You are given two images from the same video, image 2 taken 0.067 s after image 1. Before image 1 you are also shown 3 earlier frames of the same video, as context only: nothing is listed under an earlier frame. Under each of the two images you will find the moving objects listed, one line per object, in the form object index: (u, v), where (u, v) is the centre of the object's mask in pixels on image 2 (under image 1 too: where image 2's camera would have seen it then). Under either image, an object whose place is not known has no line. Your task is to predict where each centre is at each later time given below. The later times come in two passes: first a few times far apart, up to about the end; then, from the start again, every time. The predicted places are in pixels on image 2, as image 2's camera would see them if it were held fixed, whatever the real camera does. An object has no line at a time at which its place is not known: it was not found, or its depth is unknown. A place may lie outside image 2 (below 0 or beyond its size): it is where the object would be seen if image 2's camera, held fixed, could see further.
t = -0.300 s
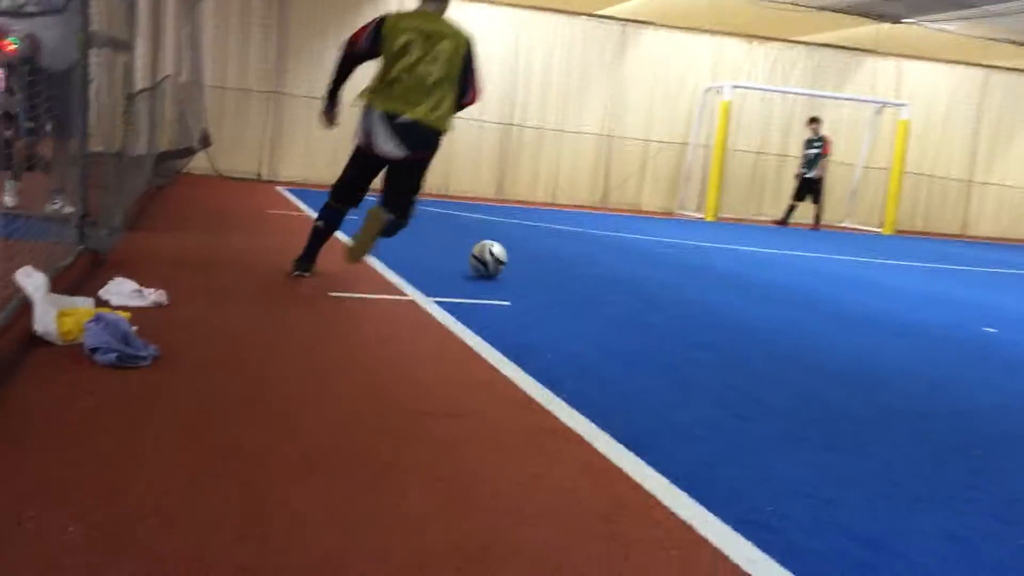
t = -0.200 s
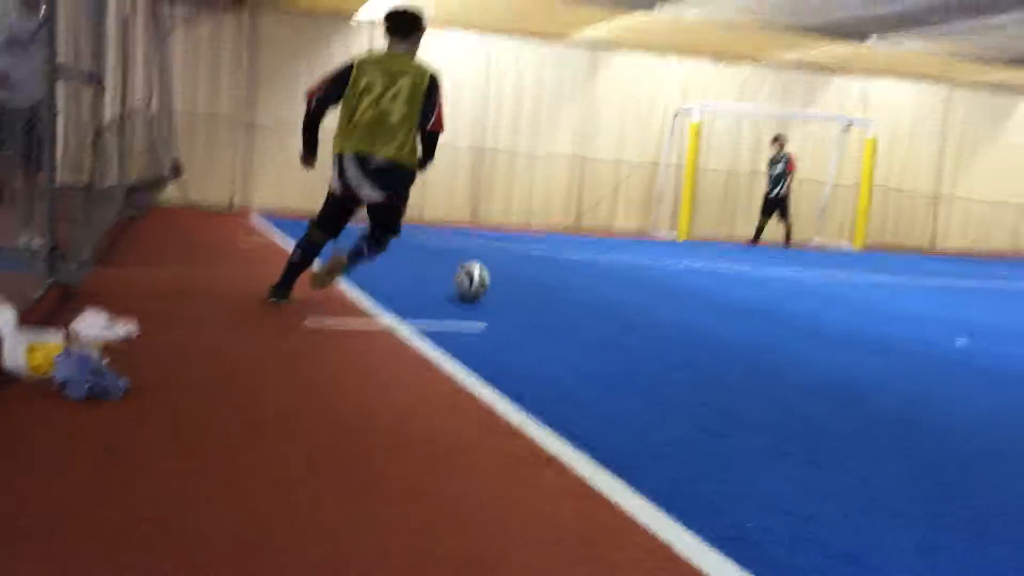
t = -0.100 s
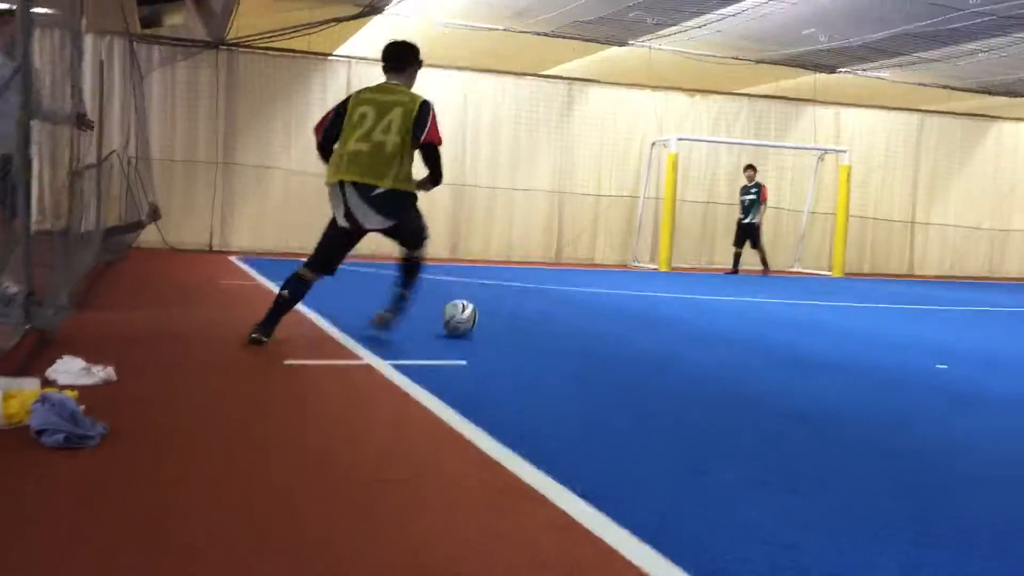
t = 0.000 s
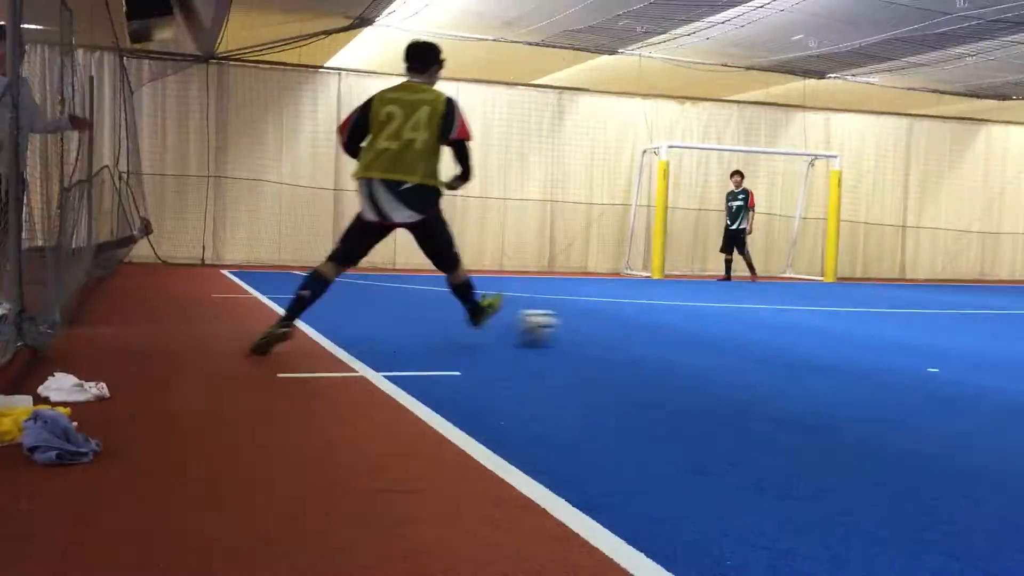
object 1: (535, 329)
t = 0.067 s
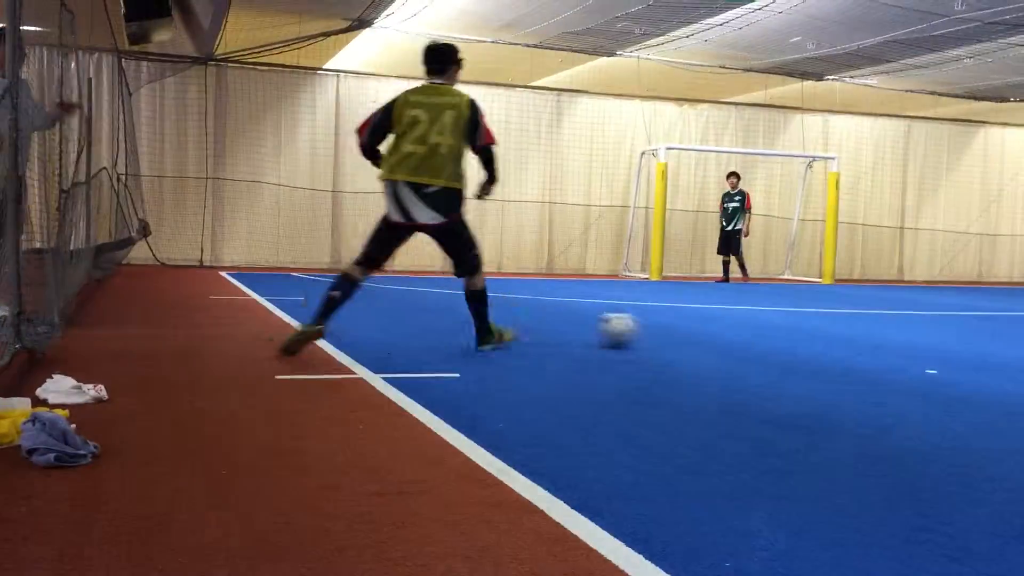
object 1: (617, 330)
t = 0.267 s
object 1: (816, 330)
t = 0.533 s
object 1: (1005, 329)
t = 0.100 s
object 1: (655, 331)
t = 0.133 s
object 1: (691, 330)
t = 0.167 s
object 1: (724, 330)
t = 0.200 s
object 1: (757, 329)
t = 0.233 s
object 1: (787, 330)
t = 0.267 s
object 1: (816, 330)
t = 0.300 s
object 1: (843, 329)
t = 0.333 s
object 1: (870, 330)
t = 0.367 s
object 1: (896, 330)
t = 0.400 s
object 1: (919, 329)
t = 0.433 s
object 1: (942, 328)
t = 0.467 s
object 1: (964, 330)
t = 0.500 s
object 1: (986, 330)
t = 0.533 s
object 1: (1005, 329)
